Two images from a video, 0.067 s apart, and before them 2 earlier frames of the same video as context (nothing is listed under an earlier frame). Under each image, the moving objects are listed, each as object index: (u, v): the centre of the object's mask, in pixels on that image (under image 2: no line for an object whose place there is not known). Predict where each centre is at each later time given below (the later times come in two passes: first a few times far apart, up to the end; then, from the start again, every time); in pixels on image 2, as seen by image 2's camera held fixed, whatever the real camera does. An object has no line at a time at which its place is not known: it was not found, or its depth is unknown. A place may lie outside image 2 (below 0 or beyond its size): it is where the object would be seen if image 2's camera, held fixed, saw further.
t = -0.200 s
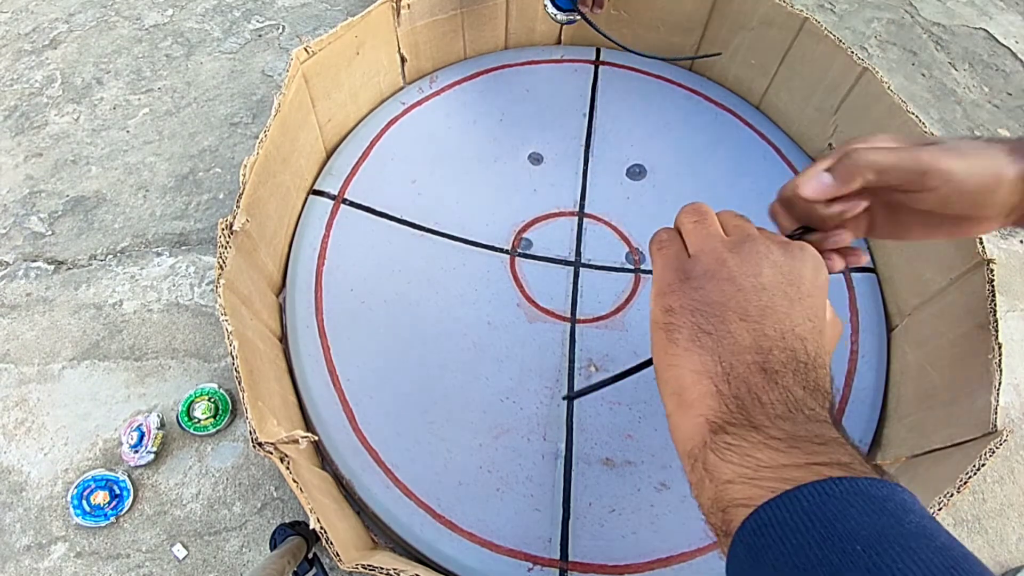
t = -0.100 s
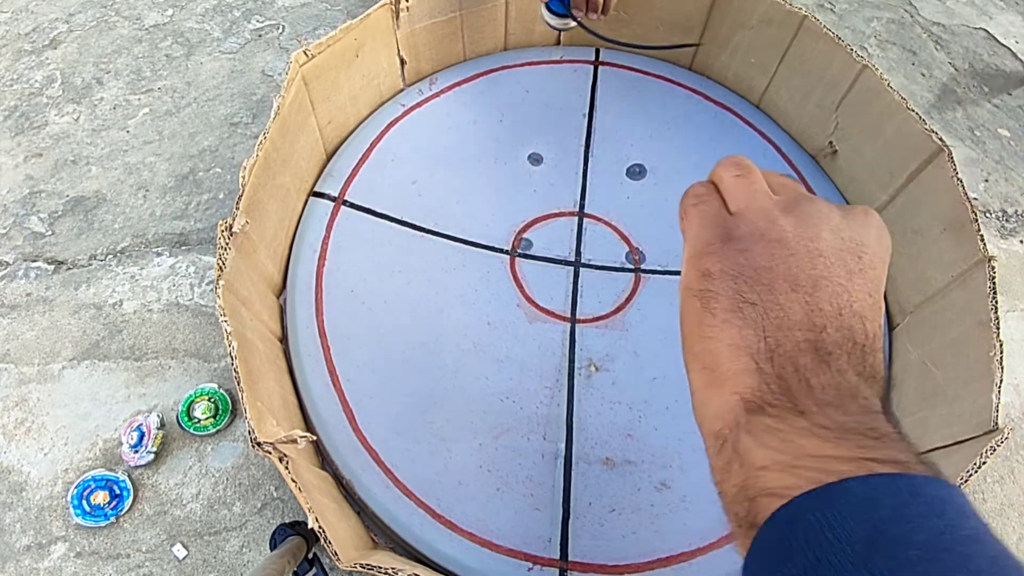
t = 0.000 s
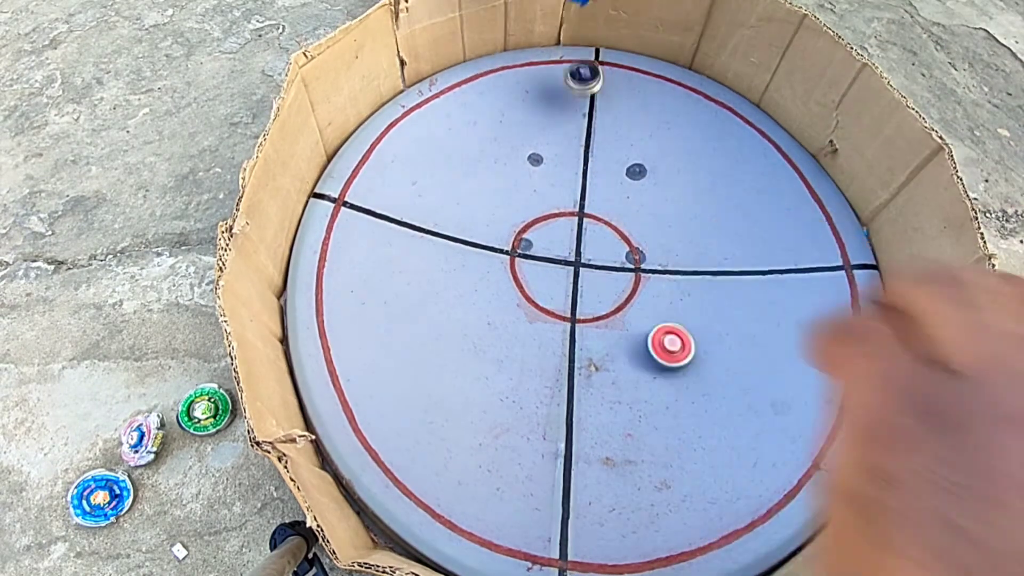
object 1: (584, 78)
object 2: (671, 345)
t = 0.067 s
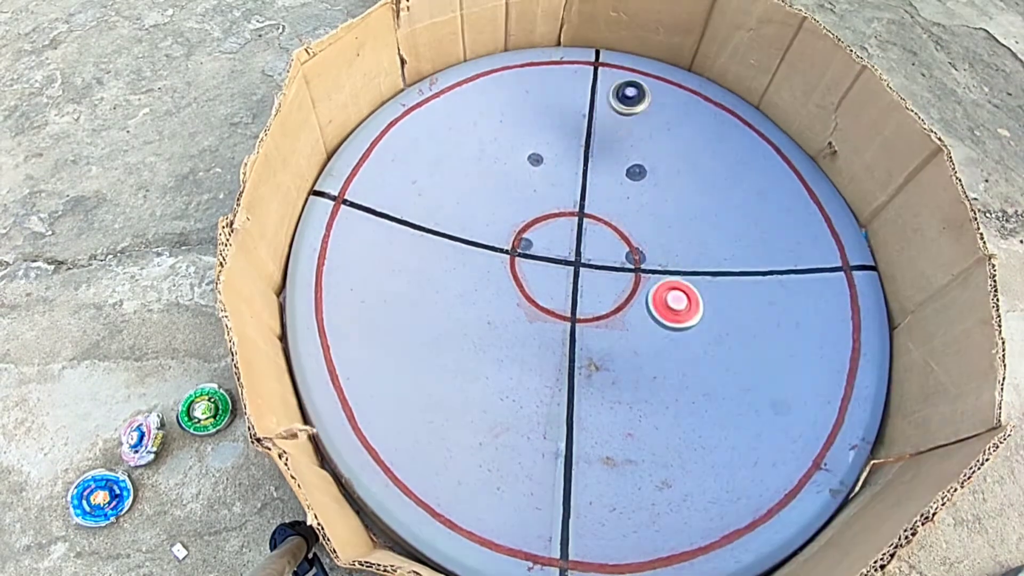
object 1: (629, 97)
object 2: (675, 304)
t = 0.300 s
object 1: (767, 242)
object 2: (576, 348)
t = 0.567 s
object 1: (793, 422)
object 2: (612, 320)
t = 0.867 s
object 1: (691, 492)
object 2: (685, 324)
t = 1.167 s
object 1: (619, 411)
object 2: (703, 272)
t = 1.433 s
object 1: (621, 308)
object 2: (666, 234)
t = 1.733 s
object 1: (700, 259)
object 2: (603, 238)
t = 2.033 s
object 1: (684, 263)
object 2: (584, 295)
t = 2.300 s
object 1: (647, 317)
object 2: (607, 346)
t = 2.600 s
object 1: (604, 313)
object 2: (628, 421)
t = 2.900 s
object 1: (534, 334)
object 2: (679, 411)
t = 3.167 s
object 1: (519, 365)
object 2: (673, 364)
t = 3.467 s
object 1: (502, 393)
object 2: (632, 321)
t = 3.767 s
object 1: (526, 385)
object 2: (583, 304)
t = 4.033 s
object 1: (510, 337)
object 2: (577, 267)
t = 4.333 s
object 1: (463, 352)
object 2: (611, 151)
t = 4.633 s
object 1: (501, 319)
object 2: (537, 128)
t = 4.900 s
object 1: (530, 267)
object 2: (481, 146)
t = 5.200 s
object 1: (540, 228)
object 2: (469, 207)
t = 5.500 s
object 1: (540, 201)
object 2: (514, 262)
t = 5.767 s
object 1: (544, 211)
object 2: (574, 287)
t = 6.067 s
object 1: (573, 225)
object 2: (641, 293)
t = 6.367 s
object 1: (615, 231)
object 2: (688, 275)
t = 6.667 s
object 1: (646, 242)
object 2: (693, 257)
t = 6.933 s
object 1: (629, 237)
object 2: (665, 281)
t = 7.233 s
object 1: (623, 245)
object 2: (615, 350)
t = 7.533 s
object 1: (611, 242)
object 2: (597, 400)
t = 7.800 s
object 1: (585, 267)
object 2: (597, 435)
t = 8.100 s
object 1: (586, 285)
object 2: (596, 451)
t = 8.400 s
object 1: (584, 302)
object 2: (593, 431)
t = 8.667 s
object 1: (617, 324)
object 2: (587, 391)
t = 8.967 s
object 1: (612, 316)
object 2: (572, 338)
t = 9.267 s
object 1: (626, 284)
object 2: (532, 302)
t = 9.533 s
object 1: (593, 246)
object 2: (513, 277)
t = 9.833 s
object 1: (548, 261)
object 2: (502, 252)
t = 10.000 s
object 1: (537, 287)
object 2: (505, 243)
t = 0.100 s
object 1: (655, 109)
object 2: (671, 290)
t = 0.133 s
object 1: (677, 129)
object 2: (661, 284)
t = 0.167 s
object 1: (698, 155)
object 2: (647, 285)
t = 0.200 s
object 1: (716, 191)
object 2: (631, 294)
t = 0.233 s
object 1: (735, 207)
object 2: (613, 309)
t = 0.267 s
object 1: (752, 221)
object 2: (593, 329)
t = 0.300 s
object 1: (767, 242)
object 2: (576, 348)
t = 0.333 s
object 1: (777, 272)
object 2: (583, 330)
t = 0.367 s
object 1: (785, 300)
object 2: (590, 317)
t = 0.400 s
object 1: (794, 318)
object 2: (594, 310)
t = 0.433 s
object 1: (796, 346)
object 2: (596, 309)
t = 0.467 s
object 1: (797, 369)
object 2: (595, 314)
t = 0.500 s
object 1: (797, 389)
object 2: (593, 324)
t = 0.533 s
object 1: (796, 406)
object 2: (597, 328)
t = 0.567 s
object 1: (793, 422)
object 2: (612, 320)
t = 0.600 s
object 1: (781, 444)
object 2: (625, 317)
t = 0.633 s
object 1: (772, 457)
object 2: (636, 320)
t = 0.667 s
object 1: (760, 470)
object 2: (643, 329)
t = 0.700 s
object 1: (751, 478)
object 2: (649, 336)
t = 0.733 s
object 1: (738, 487)
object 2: (661, 328)
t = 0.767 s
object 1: (725, 493)
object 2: (670, 324)
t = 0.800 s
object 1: (713, 496)
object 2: (675, 327)
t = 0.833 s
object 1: (699, 497)
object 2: (677, 335)
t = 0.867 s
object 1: (691, 492)
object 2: (685, 324)
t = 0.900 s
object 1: (678, 489)
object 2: (690, 318)
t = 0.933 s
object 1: (661, 490)
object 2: (691, 318)
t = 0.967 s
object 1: (655, 477)
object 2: (696, 310)
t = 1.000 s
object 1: (646, 468)
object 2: (700, 302)
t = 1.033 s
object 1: (636, 461)
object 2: (701, 300)
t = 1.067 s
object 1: (632, 445)
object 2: (705, 288)
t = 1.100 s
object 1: (625, 435)
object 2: (705, 284)
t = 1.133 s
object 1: (618, 425)
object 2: (705, 276)
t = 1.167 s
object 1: (619, 411)
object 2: (703, 272)
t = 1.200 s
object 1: (616, 403)
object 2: (700, 266)
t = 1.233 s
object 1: (615, 385)
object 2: (695, 263)
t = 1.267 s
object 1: (615, 368)
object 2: (692, 258)
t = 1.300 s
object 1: (610, 359)
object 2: (687, 252)
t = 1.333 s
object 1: (609, 348)
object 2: (682, 247)
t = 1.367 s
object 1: (611, 334)
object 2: (677, 243)
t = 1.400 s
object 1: (611, 326)
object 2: (672, 238)
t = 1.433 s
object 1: (621, 308)
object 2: (666, 234)
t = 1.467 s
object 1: (629, 296)
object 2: (659, 231)
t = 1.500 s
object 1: (634, 288)
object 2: (650, 229)
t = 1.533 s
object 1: (638, 286)
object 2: (642, 228)
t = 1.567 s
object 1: (656, 272)
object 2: (634, 228)
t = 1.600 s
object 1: (670, 264)
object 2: (627, 229)
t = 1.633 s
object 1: (680, 263)
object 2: (622, 229)
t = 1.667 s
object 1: (687, 267)
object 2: (615, 232)
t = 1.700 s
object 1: (692, 267)
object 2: (608, 234)
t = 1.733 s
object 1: (700, 259)
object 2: (603, 238)
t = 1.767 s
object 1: (703, 257)
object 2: (597, 242)
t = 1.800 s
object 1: (707, 251)
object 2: (592, 247)
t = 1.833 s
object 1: (707, 248)
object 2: (588, 254)
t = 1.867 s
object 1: (703, 252)
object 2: (586, 260)
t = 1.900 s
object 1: (702, 250)
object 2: (584, 267)
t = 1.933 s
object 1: (697, 252)
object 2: (583, 274)
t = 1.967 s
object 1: (692, 257)
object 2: (583, 281)
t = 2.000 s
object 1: (690, 257)
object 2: (583, 288)
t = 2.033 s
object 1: (684, 263)
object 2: (584, 295)
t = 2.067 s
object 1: (676, 273)
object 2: (585, 303)
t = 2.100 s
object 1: (678, 274)
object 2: (586, 309)
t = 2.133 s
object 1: (676, 281)
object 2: (589, 315)
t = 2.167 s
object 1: (670, 294)
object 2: (592, 322)
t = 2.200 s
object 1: (668, 296)
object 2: (595, 328)
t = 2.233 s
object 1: (664, 301)
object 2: (599, 333)
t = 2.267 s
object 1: (657, 307)
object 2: (603, 340)
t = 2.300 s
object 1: (647, 317)
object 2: (607, 346)
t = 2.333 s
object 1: (642, 315)
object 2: (606, 354)
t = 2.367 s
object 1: (641, 313)
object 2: (597, 369)
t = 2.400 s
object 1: (642, 310)
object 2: (592, 382)
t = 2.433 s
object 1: (639, 312)
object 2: (591, 394)
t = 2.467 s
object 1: (635, 313)
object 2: (594, 404)
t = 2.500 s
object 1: (629, 314)
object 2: (601, 410)
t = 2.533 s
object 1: (619, 314)
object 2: (610, 415)
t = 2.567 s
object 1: (611, 313)
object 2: (619, 419)
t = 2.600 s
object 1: (604, 313)
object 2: (628, 421)
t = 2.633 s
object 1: (597, 314)
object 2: (633, 424)
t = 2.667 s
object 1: (588, 317)
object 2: (640, 427)
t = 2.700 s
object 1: (577, 318)
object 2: (647, 427)
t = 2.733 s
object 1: (565, 321)
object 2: (656, 427)
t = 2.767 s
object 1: (556, 324)
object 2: (662, 425)
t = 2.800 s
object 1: (547, 327)
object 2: (667, 422)
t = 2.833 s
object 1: (540, 330)
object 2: (672, 419)
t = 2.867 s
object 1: (536, 332)
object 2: (676, 416)
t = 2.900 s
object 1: (534, 334)
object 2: (679, 411)
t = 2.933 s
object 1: (533, 337)
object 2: (682, 406)
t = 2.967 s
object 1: (532, 341)
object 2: (683, 400)
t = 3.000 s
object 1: (530, 348)
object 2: (683, 394)
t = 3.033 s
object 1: (527, 351)
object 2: (682, 388)
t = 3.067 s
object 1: (521, 354)
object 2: (680, 382)
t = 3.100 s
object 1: (515, 358)
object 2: (679, 375)
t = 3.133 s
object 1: (516, 361)
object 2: (676, 370)
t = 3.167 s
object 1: (519, 365)
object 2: (673, 364)
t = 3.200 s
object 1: (523, 371)
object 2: (670, 358)
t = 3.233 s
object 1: (525, 378)
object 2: (666, 352)
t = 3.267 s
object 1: (526, 382)
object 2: (663, 347)
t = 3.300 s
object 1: (525, 383)
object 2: (659, 342)
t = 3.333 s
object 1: (521, 384)
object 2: (655, 337)
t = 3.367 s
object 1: (515, 385)
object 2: (650, 332)
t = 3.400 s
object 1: (507, 387)
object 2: (644, 328)
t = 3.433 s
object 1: (502, 390)
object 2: (638, 324)
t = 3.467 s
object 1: (502, 393)
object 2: (632, 321)
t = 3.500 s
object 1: (501, 395)
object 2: (627, 318)
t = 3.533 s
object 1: (501, 394)
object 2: (621, 315)
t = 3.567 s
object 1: (500, 393)
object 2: (615, 312)
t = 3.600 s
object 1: (500, 393)
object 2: (609, 310)
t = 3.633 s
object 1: (500, 393)
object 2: (604, 308)
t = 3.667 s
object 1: (503, 389)
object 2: (597, 307)
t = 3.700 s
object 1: (510, 387)
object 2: (592, 306)
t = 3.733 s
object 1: (518, 387)
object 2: (587, 305)
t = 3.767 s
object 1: (526, 385)
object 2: (583, 304)
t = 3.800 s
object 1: (531, 381)
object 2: (577, 303)
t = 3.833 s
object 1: (534, 376)
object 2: (572, 303)
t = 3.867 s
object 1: (534, 371)
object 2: (567, 303)
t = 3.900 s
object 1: (532, 363)
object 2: (562, 302)
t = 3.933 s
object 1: (531, 352)
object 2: (557, 303)
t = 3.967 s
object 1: (533, 341)
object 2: (552, 303)
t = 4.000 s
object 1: (528, 333)
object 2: (556, 294)
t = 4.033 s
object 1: (510, 337)
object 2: (577, 267)
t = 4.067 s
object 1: (492, 338)
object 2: (594, 244)
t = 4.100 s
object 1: (481, 339)
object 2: (609, 223)
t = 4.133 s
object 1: (474, 341)
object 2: (621, 206)
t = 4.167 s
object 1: (471, 342)
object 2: (628, 191)
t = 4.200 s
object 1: (468, 344)
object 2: (632, 179)
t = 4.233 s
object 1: (464, 345)
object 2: (631, 170)
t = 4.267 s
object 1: (462, 347)
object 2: (627, 164)
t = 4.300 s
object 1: (461, 350)
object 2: (619, 158)
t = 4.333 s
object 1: (463, 352)
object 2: (611, 151)
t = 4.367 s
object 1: (466, 352)
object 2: (602, 146)
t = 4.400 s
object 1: (467, 351)
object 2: (594, 141)
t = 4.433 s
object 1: (471, 350)
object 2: (586, 138)
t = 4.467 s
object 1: (475, 347)
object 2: (578, 135)
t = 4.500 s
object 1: (482, 345)
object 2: (570, 133)
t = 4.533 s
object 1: (487, 341)
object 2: (560, 131)
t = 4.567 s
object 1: (493, 335)
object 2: (551, 130)
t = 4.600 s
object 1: (497, 327)
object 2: (544, 128)
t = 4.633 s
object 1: (501, 319)
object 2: (537, 128)
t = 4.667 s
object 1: (504, 310)
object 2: (529, 128)
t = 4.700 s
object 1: (506, 299)
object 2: (521, 129)
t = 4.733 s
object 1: (507, 288)
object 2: (514, 129)
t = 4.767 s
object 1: (511, 282)
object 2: (506, 131)
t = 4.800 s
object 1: (516, 277)
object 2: (500, 134)
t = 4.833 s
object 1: (520, 274)
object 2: (494, 137)
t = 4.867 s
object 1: (526, 271)
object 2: (488, 141)
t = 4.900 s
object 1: (530, 267)
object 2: (481, 146)
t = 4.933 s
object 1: (532, 266)
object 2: (477, 152)
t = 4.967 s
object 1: (536, 264)
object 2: (473, 158)
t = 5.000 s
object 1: (539, 260)
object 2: (470, 165)
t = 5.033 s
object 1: (541, 257)
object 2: (467, 172)
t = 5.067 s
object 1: (543, 253)
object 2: (465, 179)
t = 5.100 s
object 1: (544, 247)
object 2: (464, 187)
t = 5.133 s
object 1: (544, 241)
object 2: (465, 194)
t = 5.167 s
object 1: (544, 235)
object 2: (467, 201)
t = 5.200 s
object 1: (540, 228)
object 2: (469, 207)
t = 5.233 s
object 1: (537, 224)
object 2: (471, 214)
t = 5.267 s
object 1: (533, 217)
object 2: (474, 220)
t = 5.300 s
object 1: (530, 212)
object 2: (479, 227)
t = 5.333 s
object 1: (528, 209)
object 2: (484, 234)
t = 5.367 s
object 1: (530, 205)
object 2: (488, 241)
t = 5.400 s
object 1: (534, 204)
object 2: (495, 247)
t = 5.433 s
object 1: (538, 203)
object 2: (501, 253)
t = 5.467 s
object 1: (539, 202)
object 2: (508, 258)
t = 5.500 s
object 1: (540, 201)
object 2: (514, 262)
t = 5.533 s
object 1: (540, 200)
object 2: (521, 267)
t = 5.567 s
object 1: (541, 202)
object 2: (528, 272)
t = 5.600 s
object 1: (541, 203)
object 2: (536, 276)
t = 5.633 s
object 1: (541, 205)
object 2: (543, 279)
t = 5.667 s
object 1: (542, 207)
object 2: (551, 281)
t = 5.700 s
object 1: (542, 208)
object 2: (559, 283)
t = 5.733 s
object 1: (543, 209)
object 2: (567, 285)
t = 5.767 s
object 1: (544, 211)
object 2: (574, 287)
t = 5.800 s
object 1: (545, 212)
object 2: (581, 288)
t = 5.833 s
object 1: (546, 214)
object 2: (589, 290)
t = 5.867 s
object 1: (546, 216)
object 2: (596, 292)
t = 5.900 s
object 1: (548, 218)
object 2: (604, 293)
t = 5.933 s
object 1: (552, 220)
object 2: (612, 294)
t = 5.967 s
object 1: (558, 223)
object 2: (620, 295)
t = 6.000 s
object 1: (564, 225)
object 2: (627, 295)
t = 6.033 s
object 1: (568, 226)
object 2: (634, 294)
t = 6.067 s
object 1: (573, 225)
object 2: (641, 293)
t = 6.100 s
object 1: (577, 225)
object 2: (648, 292)
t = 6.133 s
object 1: (580, 224)
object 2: (654, 290)
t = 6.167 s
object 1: (583, 224)
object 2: (660, 289)
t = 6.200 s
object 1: (585, 224)
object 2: (666, 287)
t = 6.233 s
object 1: (588, 224)
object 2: (672, 285)
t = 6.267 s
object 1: (591, 225)
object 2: (677, 283)
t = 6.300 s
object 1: (598, 228)
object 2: (681, 281)
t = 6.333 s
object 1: (606, 229)
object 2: (685, 278)
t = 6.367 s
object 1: (615, 231)
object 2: (688, 275)
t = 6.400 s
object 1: (623, 233)
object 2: (691, 273)
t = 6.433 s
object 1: (631, 234)
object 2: (692, 270)
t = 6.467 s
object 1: (635, 234)
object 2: (693, 267)
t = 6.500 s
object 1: (640, 236)
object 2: (695, 264)
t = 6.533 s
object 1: (641, 237)
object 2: (696, 262)
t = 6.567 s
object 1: (644, 238)
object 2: (696, 260)
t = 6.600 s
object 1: (643, 238)
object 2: (696, 258)
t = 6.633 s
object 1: (645, 239)
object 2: (695, 257)
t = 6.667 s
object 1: (646, 242)
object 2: (693, 257)
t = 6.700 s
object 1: (648, 241)
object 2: (694, 255)
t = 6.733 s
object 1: (644, 241)
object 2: (696, 258)
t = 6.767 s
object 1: (642, 241)
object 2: (695, 266)
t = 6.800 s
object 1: (640, 242)
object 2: (690, 263)
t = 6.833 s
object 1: (637, 240)
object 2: (682, 267)
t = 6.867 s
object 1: (634, 240)
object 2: (678, 270)
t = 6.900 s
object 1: (629, 238)
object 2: (672, 278)
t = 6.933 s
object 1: (629, 237)
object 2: (665, 281)
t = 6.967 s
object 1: (627, 239)
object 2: (654, 285)
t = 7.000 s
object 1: (624, 243)
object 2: (646, 286)
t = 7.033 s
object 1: (624, 246)
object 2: (637, 288)
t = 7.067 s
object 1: (625, 250)
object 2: (629, 290)
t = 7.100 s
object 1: (625, 248)
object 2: (626, 294)
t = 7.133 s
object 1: (625, 245)
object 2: (627, 306)
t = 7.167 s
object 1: (623, 243)
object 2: (625, 325)
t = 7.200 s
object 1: (621, 245)
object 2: (621, 341)
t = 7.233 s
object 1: (623, 245)
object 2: (615, 350)
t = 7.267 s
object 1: (627, 244)
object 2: (606, 362)
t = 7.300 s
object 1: (631, 244)
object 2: (606, 367)
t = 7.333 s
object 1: (630, 242)
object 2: (603, 376)
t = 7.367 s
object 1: (630, 240)
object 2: (602, 379)
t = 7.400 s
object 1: (629, 242)
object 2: (599, 383)
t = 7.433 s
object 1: (625, 242)
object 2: (597, 388)
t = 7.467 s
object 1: (619, 242)
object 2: (597, 392)
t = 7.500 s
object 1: (614, 242)
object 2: (596, 395)
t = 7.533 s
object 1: (611, 242)
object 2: (597, 400)
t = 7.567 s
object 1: (611, 243)
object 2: (597, 404)
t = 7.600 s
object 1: (610, 246)
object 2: (598, 409)
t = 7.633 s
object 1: (604, 249)
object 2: (599, 414)
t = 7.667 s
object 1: (601, 251)
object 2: (598, 418)
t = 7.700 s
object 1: (596, 255)
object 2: (598, 422)
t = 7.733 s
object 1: (591, 261)
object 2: (598, 426)
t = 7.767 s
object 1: (586, 264)
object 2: (597, 431)
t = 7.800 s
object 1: (585, 267)
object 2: (597, 435)
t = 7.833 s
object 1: (584, 271)
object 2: (597, 438)
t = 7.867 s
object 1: (582, 274)
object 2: (596, 441)
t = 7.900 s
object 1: (582, 276)
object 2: (597, 444)
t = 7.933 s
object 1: (583, 278)
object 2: (597, 446)
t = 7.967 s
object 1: (582, 281)
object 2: (597, 448)
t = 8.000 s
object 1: (582, 283)
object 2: (596, 450)
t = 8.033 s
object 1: (583, 285)
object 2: (597, 451)
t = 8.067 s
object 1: (585, 286)
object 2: (596, 451)
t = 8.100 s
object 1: (586, 285)
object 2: (596, 451)
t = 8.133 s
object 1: (587, 286)
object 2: (596, 451)
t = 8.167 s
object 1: (585, 287)
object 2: (597, 450)
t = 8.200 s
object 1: (585, 290)
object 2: (598, 449)
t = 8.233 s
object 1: (585, 292)
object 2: (597, 447)
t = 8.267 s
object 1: (587, 295)
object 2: (597, 444)
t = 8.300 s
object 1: (586, 297)
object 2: (596, 441)
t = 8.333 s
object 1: (584, 298)
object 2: (595, 438)
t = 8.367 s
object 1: (583, 301)
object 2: (594, 435)
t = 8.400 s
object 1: (584, 302)
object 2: (593, 431)
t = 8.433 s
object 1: (587, 304)
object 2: (593, 426)
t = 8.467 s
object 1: (591, 307)
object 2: (592, 422)
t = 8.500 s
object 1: (594, 310)
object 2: (591, 417)
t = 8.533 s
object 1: (599, 314)
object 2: (591, 412)
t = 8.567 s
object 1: (606, 316)
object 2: (590, 407)
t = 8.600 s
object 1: (611, 318)
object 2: (589, 402)
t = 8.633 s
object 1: (616, 321)
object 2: (588, 396)
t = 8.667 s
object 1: (617, 324)
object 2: (587, 391)
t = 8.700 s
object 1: (618, 328)
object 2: (586, 386)
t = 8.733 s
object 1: (619, 327)
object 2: (586, 381)
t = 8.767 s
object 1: (621, 326)
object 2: (584, 376)
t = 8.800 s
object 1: (621, 326)
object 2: (583, 371)
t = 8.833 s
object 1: (620, 323)
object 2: (582, 365)
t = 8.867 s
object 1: (621, 321)
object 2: (580, 360)
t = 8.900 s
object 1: (619, 321)
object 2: (578, 354)
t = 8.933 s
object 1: (618, 321)
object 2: (577, 349)
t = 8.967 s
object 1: (612, 316)
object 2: (572, 338)
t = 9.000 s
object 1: (611, 313)
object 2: (567, 333)
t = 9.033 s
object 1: (613, 308)
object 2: (558, 330)
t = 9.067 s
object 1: (615, 303)
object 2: (553, 325)
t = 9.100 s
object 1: (617, 299)
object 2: (549, 321)
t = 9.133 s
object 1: (619, 297)
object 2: (545, 317)
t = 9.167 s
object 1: (622, 294)
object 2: (541, 313)
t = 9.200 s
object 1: (625, 291)
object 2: (539, 310)
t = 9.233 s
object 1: (626, 287)
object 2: (535, 306)
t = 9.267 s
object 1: (626, 284)
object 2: (532, 302)
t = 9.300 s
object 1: (626, 280)
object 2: (529, 299)
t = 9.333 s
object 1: (623, 275)
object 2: (527, 296)
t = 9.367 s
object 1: (618, 268)
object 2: (525, 293)
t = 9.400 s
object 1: (611, 261)
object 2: (523, 289)
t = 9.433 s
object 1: (606, 255)
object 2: (520, 286)
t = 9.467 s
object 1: (601, 251)
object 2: (518, 283)
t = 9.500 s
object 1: (596, 248)
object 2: (515, 280)
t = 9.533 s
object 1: (593, 246)
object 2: (513, 277)
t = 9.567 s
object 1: (590, 246)
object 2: (511, 274)
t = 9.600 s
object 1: (587, 247)
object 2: (509, 271)
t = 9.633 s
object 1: (584, 248)
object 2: (509, 269)
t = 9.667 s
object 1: (578, 251)
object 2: (508, 266)
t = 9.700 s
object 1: (574, 253)
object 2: (507, 262)
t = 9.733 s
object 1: (568, 253)
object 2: (505, 259)
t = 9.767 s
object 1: (559, 255)
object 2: (504, 257)
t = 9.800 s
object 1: (553, 258)
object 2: (503, 254)
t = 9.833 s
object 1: (548, 261)
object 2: (502, 252)
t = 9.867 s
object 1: (541, 265)
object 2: (500, 249)
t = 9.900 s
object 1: (536, 270)
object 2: (500, 247)
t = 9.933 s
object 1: (535, 274)
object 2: (502, 246)
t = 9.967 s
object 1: (535, 279)
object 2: (503, 245)
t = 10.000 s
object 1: (537, 287)
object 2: (505, 243)
